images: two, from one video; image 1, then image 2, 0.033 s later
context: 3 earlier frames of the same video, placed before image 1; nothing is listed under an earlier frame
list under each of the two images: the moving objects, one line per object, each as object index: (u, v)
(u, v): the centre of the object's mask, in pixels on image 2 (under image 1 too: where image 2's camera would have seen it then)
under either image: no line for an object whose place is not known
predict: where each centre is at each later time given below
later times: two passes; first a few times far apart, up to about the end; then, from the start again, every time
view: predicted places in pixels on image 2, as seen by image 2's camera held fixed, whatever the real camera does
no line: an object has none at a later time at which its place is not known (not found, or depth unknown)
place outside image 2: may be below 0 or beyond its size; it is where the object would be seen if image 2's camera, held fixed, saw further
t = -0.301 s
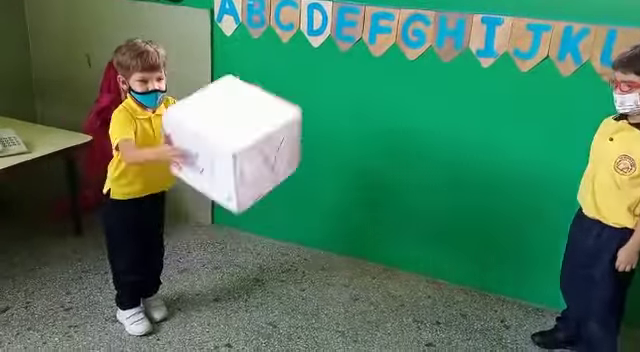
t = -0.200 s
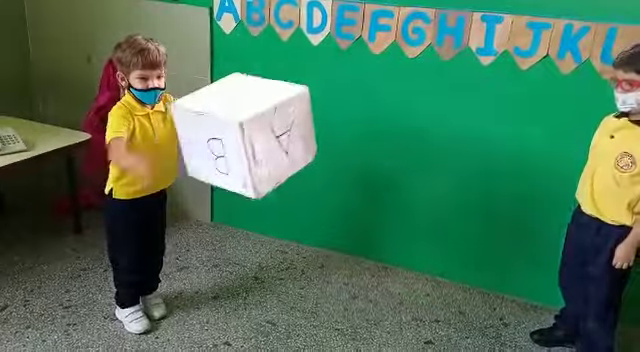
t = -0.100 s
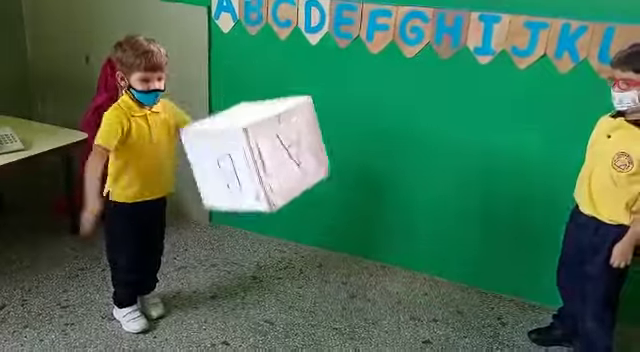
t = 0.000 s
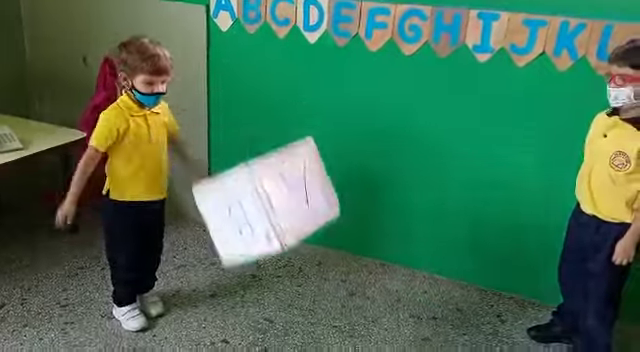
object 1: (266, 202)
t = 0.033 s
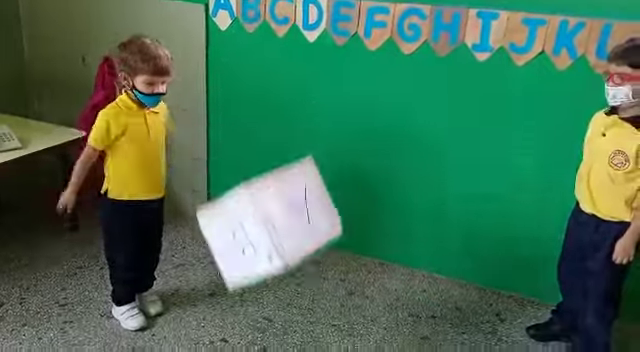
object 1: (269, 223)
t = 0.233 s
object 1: (271, 326)
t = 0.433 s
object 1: (226, 336)
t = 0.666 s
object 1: (211, 331)
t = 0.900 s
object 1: (227, 328)
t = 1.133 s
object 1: (256, 324)
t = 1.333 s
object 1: (255, 327)
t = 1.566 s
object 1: (252, 327)
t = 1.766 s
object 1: (252, 327)
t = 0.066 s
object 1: (272, 247)
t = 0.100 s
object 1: (274, 274)
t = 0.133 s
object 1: (278, 300)
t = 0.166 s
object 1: (283, 320)
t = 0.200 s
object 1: (278, 325)
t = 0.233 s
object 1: (271, 326)
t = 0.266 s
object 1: (263, 327)
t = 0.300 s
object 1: (255, 329)
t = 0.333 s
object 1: (248, 331)
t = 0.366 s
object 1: (241, 332)
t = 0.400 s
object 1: (233, 334)
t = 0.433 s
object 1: (226, 336)
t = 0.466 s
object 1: (221, 335)
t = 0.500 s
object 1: (217, 334)
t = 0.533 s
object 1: (215, 333)
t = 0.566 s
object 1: (212, 333)
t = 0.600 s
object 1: (211, 332)
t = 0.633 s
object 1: (210, 331)
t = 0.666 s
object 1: (211, 331)
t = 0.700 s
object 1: (211, 330)
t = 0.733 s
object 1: (212, 329)
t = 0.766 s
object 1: (214, 328)
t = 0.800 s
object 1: (216, 328)
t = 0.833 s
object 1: (219, 328)
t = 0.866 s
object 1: (222, 329)
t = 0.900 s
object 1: (227, 328)
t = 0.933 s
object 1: (232, 326)
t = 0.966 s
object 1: (238, 325)
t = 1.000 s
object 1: (243, 325)
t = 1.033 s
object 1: (248, 323)
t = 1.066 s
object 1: (252, 323)
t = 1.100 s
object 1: (254, 323)
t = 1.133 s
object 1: (256, 324)
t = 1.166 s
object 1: (256, 324)
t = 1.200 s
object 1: (256, 325)
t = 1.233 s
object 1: (256, 325)
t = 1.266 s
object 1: (256, 326)
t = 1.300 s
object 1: (256, 327)
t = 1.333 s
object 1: (255, 327)
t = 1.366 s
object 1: (253, 327)
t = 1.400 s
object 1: (252, 327)
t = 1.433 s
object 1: (252, 327)
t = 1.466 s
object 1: (252, 327)
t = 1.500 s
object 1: (253, 327)
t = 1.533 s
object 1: (252, 327)
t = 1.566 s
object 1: (252, 327)
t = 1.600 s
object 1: (252, 327)
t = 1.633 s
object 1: (252, 327)
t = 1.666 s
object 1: (252, 327)
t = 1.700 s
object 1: (252, 327)
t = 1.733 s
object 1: (252, 327)
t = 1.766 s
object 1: (252, 327)
